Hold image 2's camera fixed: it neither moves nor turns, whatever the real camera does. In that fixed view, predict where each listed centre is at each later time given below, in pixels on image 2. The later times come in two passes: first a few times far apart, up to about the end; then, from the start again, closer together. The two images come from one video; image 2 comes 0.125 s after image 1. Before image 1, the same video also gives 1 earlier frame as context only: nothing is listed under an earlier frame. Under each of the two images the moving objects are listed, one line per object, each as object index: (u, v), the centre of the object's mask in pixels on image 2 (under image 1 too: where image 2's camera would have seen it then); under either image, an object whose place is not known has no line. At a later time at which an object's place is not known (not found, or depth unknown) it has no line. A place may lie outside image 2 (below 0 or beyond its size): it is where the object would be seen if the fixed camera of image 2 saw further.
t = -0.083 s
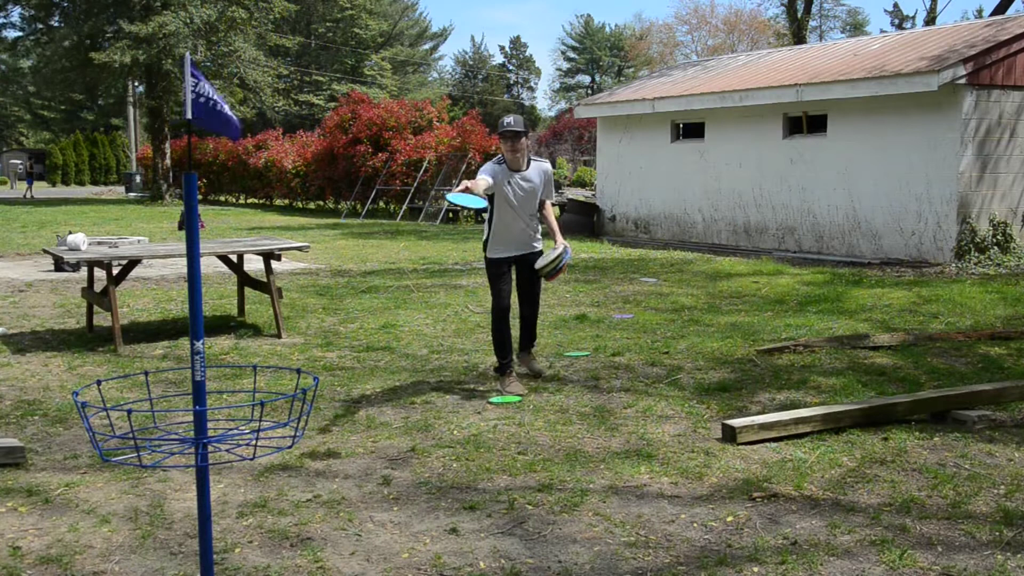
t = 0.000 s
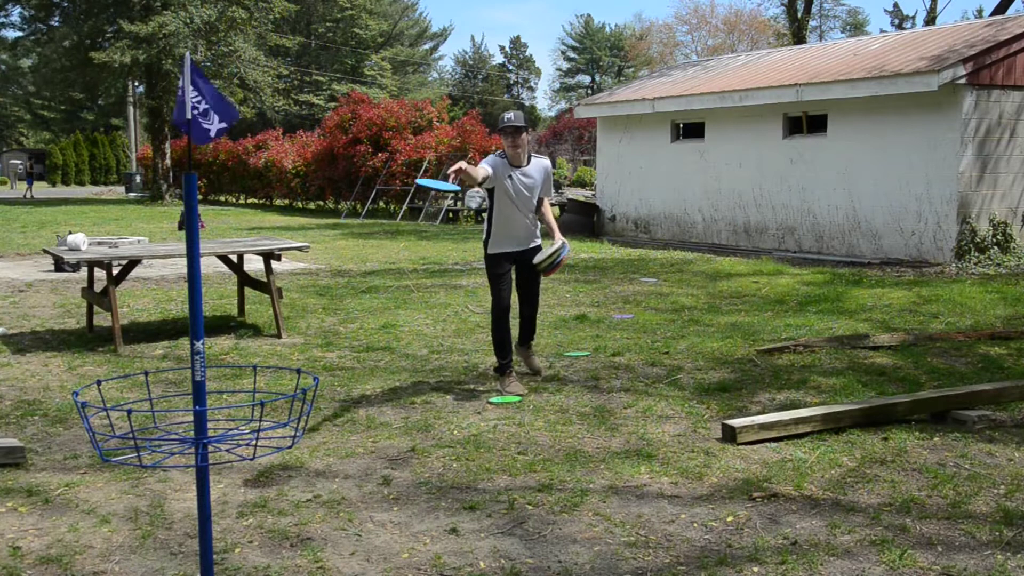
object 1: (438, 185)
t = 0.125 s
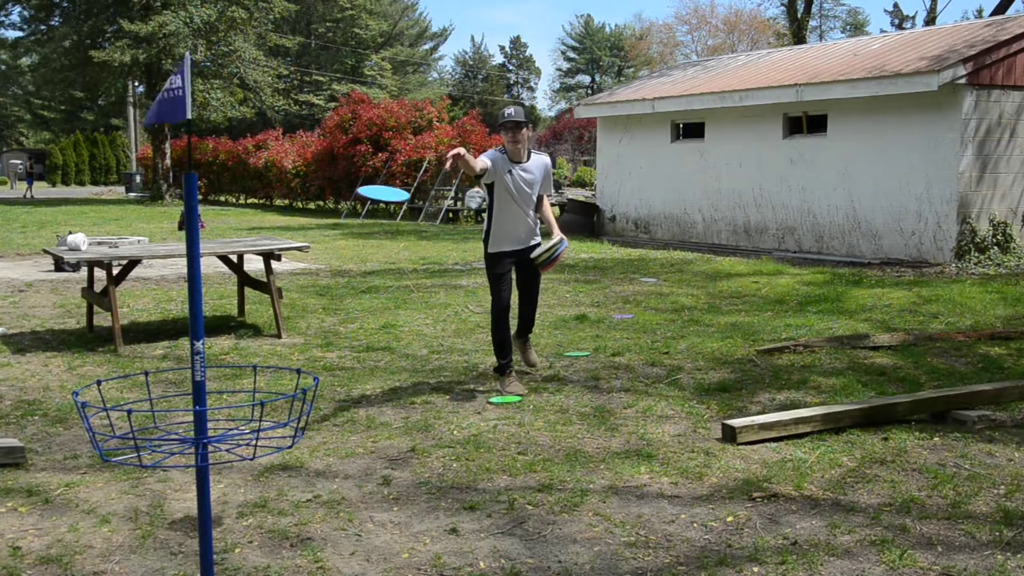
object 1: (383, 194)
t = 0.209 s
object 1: (338, 227)
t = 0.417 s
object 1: (266, 398)
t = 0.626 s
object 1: (263, 429)
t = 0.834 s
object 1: (270, 430)
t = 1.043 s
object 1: (269, 429)
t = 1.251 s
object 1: (270, 430)
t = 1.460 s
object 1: (269, 429)
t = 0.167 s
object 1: (361, 207)
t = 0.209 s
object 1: (338, 227)
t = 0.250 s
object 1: (312, 252)
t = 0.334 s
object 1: (253, 324)
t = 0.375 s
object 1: (240, 366)
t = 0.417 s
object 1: (266, 398)
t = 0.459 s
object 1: (268, 410)
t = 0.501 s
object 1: (257, 419)
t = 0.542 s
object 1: (250, 430)
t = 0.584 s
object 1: (256, 429)
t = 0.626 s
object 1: (263, 429)
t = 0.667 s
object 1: (267, 429)
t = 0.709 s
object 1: (267, 429)
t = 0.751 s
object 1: (268, 429)
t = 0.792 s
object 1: (269, 429)
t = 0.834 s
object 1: (270, 430)
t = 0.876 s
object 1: (270, 430)
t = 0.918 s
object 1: (269, 430)
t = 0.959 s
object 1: (269, 429)
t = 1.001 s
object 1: (269, 429)
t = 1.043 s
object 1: (269, 429)
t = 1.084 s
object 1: (269, 429)
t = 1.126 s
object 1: (269, 429)
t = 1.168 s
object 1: (269, 430)
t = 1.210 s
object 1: (270, 430)
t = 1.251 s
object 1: (270, 430)
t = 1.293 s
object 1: (270, 429)
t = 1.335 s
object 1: (269, 429)
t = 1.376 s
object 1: (269, 429)
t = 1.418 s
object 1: (269, 429)
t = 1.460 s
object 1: (269, 429)
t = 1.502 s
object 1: (270, 430)
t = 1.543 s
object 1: (269, 430)
